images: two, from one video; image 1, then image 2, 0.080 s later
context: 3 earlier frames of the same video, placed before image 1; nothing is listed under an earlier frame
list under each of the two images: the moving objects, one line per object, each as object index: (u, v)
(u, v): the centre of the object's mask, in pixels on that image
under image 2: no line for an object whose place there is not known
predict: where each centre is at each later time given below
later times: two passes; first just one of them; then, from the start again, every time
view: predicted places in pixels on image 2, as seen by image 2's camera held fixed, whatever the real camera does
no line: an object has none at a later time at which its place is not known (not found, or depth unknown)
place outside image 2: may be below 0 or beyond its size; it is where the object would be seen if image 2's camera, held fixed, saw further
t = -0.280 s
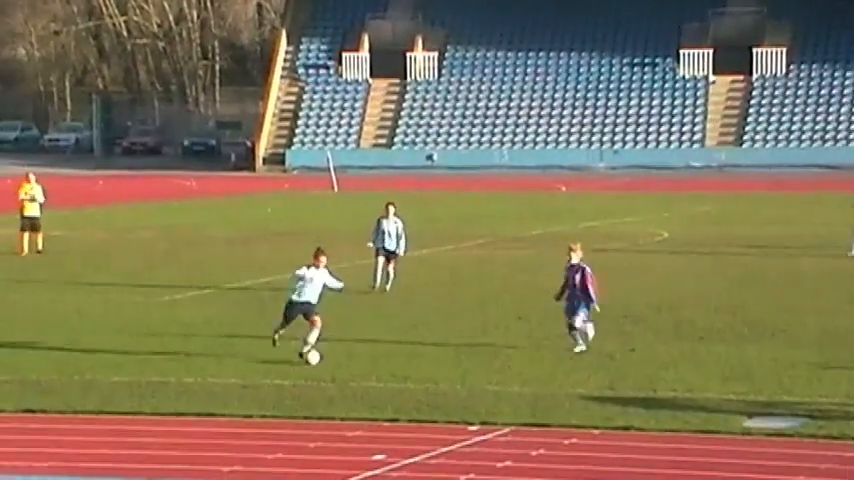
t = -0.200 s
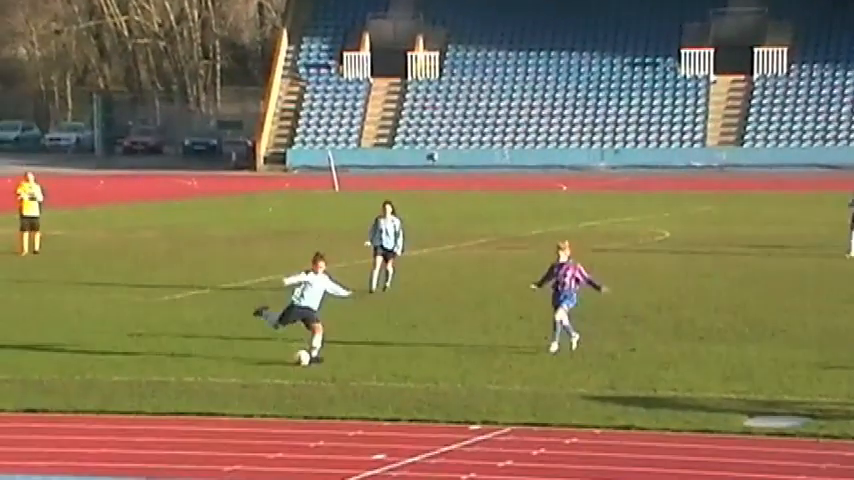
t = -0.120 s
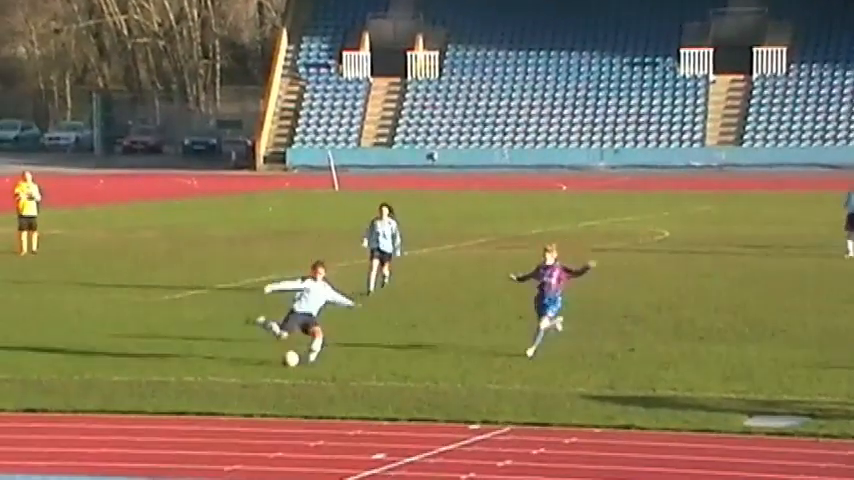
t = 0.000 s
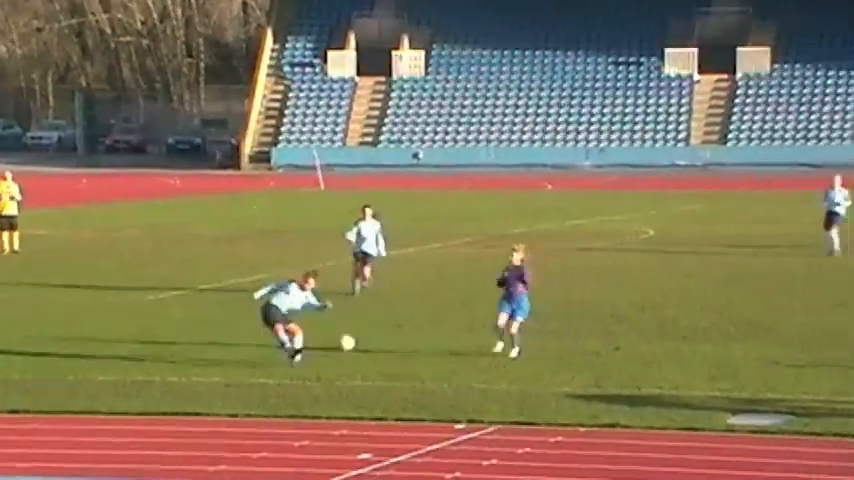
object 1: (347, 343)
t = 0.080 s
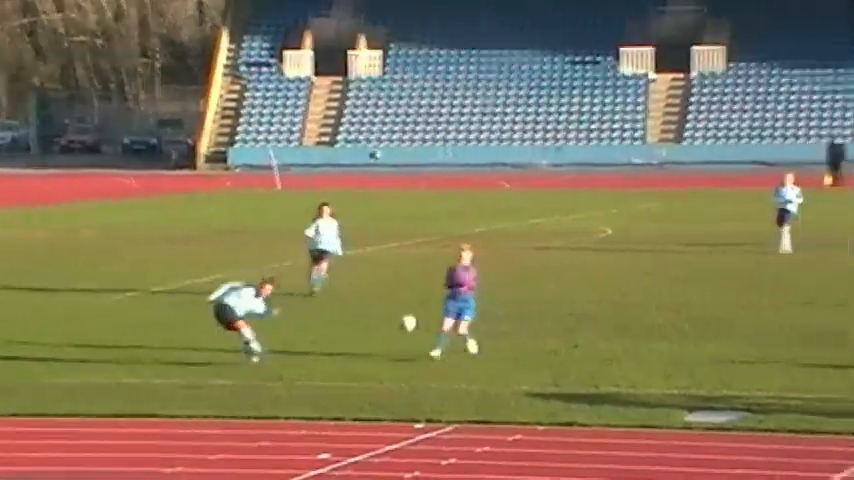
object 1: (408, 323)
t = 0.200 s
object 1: (563, 295)
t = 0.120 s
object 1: (460, 313)
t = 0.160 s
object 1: (512, 304)
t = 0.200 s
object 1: (563, 295)
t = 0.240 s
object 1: (614, 289)
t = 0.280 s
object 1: (664, 282)
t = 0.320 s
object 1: (716, 277)
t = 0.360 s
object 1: (768, 272)
